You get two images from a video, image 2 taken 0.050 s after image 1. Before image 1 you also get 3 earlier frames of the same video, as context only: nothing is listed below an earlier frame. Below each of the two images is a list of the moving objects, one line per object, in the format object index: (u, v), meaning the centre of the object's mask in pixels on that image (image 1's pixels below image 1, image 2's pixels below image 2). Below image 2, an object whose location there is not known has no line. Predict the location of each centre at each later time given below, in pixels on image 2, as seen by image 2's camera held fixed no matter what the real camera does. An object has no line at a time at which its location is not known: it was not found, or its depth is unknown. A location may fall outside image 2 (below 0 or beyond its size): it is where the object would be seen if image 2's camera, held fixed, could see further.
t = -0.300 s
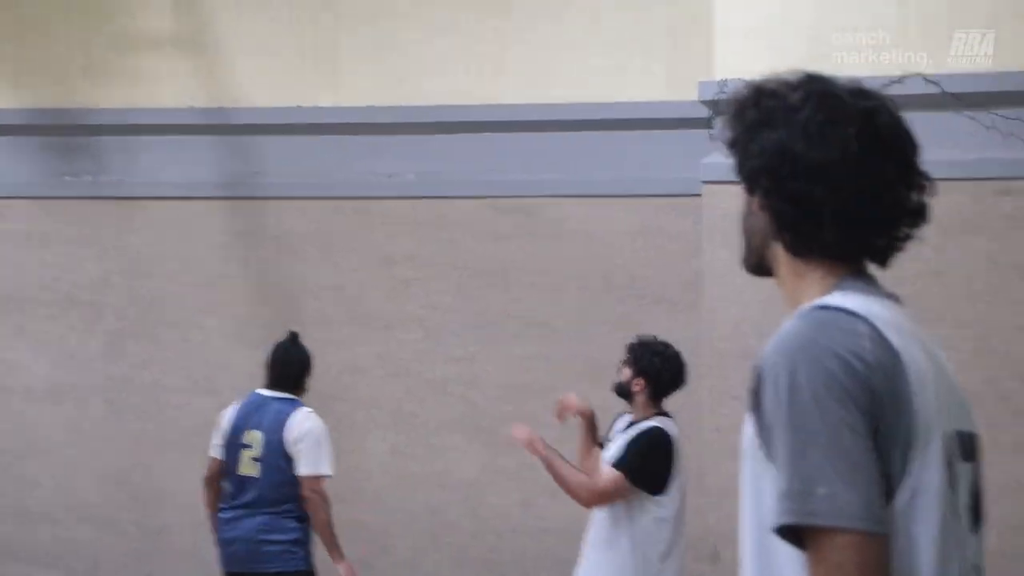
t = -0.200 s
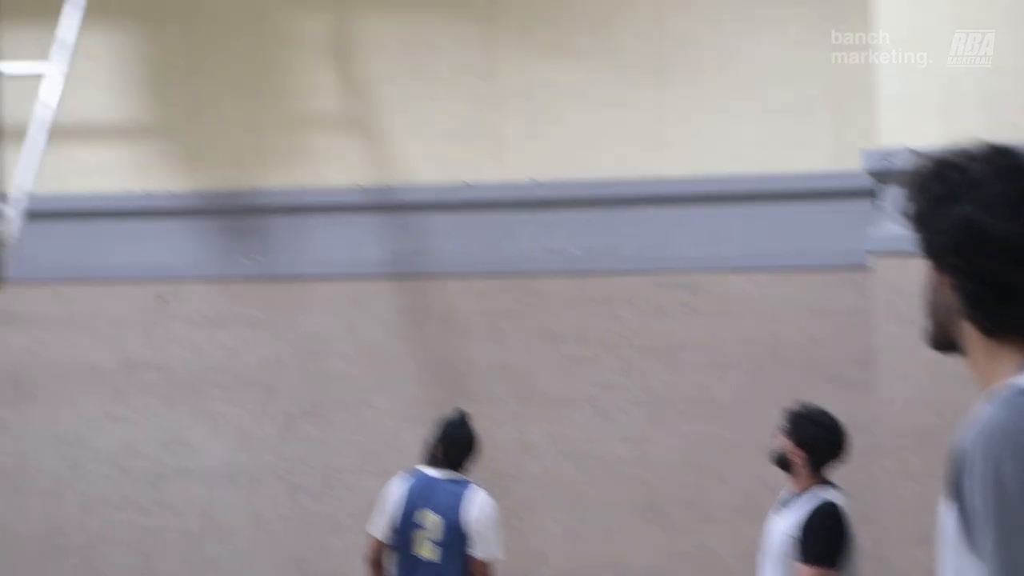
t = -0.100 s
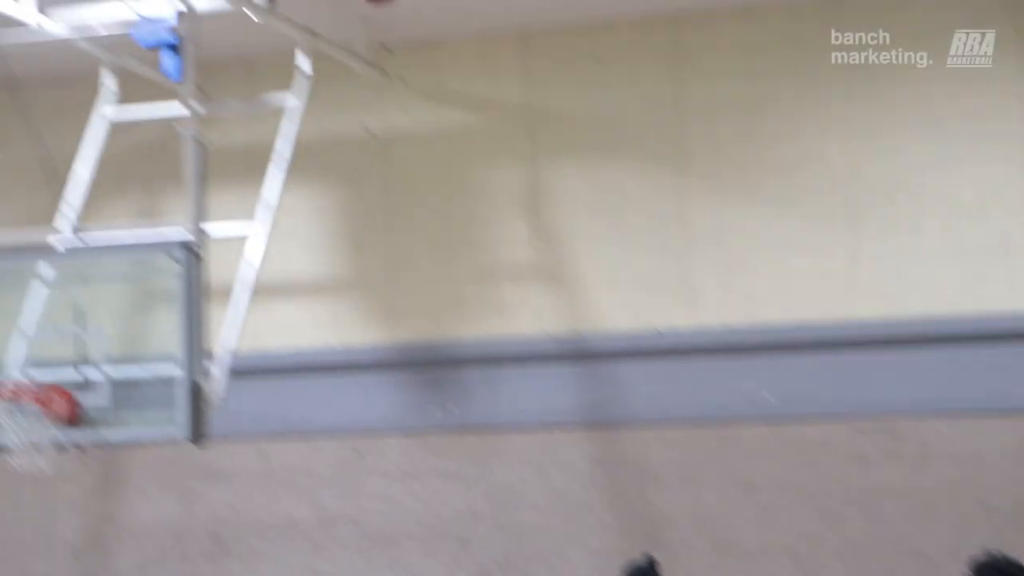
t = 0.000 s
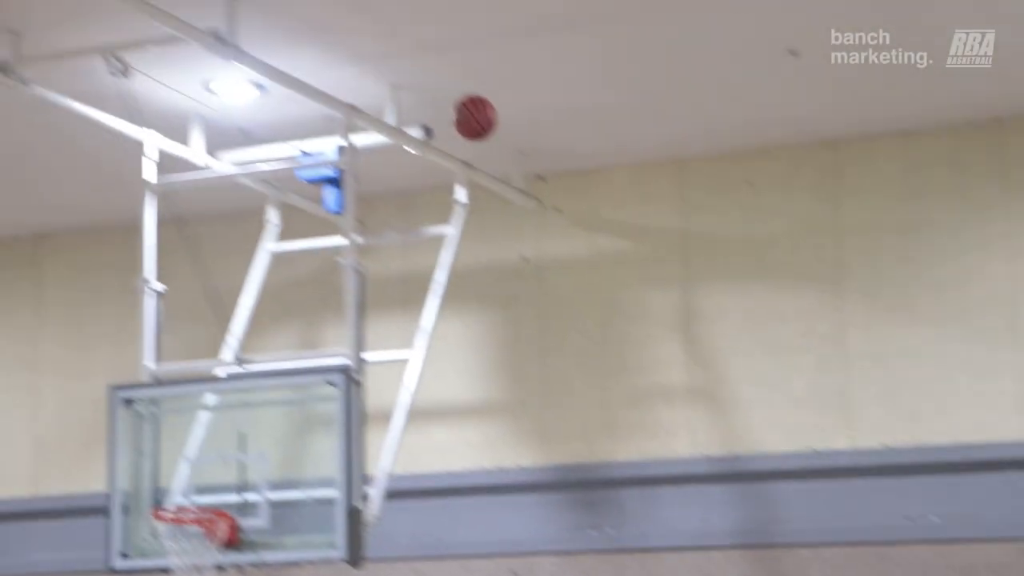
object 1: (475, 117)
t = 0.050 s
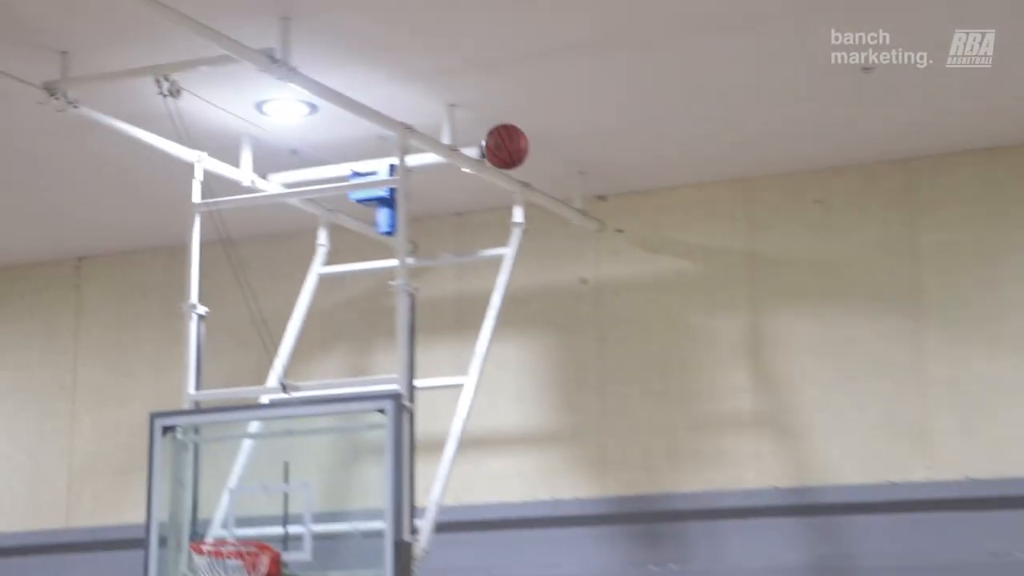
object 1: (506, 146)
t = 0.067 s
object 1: (497, 152)
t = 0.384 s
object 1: (348, 306)
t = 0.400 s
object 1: (341, 317)
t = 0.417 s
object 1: (334, 330)
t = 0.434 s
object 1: (326, 343)
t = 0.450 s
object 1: (318, 356)
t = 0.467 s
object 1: (311, 369)
